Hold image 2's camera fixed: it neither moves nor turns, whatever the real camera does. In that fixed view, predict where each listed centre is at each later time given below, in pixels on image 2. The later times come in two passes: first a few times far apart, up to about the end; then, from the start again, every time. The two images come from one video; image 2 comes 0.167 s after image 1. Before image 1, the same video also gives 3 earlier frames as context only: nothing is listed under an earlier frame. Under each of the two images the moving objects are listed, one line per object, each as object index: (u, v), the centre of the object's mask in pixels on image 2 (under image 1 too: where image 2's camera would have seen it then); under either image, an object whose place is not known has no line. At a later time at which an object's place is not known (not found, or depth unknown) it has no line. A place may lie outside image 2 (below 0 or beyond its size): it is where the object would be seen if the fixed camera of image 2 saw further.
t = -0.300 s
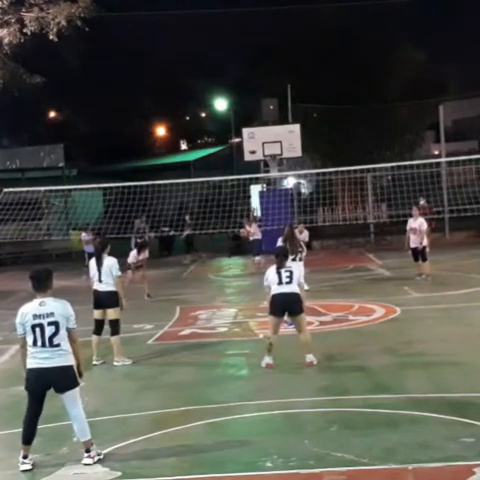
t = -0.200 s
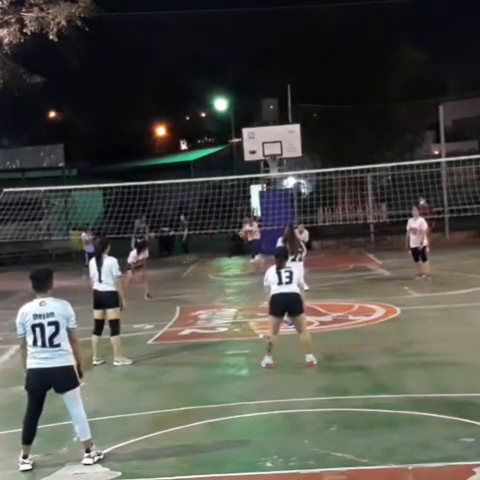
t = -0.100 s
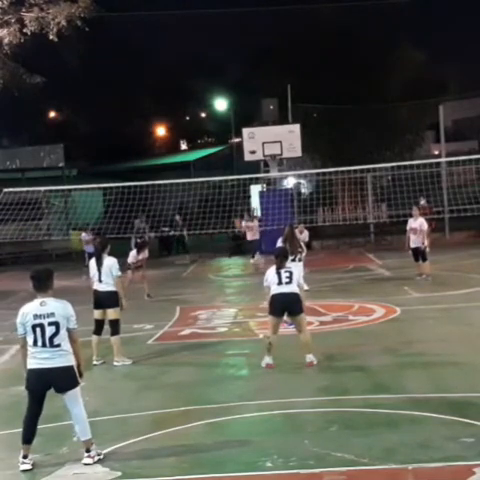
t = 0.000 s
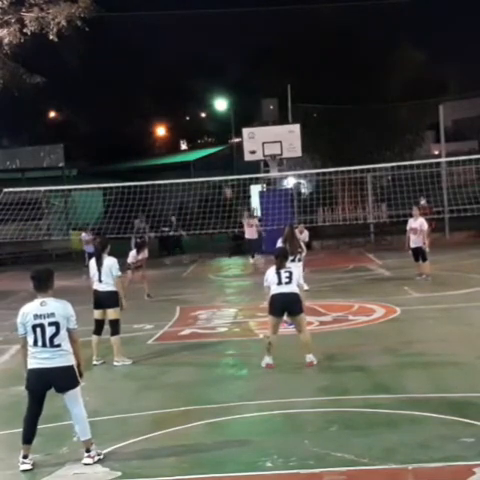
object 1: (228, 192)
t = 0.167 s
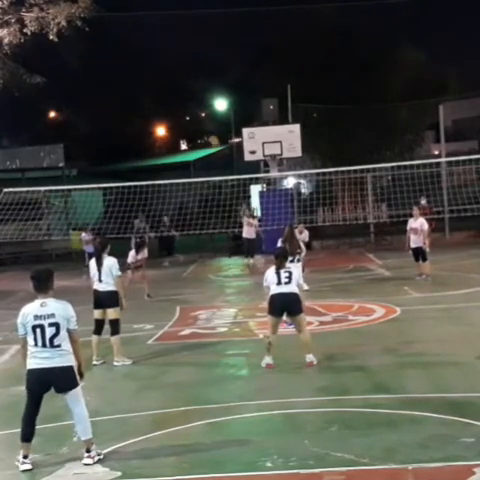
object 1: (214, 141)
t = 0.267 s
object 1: (203, 114)
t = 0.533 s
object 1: (173, 51)
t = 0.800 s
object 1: (139, 11)
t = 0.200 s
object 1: (211, 132)
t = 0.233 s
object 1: (207, 122)
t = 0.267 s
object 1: (203, 114)
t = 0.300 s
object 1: (200, 106)
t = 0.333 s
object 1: (197, 96)
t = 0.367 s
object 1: (194, 88)
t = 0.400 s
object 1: (190, 80)
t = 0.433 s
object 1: (185, 72)
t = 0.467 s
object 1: (182, 65)
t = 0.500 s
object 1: (178, 58)
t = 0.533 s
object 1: (173, 51)
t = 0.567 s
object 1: (169, 44)
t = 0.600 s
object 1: (165, 39)
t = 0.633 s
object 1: (161, 33)
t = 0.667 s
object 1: (157, 28)
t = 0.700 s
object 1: (153, 23)
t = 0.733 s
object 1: (148, 18)
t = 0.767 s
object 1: (144, 14)
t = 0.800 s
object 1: (139, 11)
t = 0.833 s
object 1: (134, 8)
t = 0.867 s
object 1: (130, 6)
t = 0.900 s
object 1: (127, 4)
